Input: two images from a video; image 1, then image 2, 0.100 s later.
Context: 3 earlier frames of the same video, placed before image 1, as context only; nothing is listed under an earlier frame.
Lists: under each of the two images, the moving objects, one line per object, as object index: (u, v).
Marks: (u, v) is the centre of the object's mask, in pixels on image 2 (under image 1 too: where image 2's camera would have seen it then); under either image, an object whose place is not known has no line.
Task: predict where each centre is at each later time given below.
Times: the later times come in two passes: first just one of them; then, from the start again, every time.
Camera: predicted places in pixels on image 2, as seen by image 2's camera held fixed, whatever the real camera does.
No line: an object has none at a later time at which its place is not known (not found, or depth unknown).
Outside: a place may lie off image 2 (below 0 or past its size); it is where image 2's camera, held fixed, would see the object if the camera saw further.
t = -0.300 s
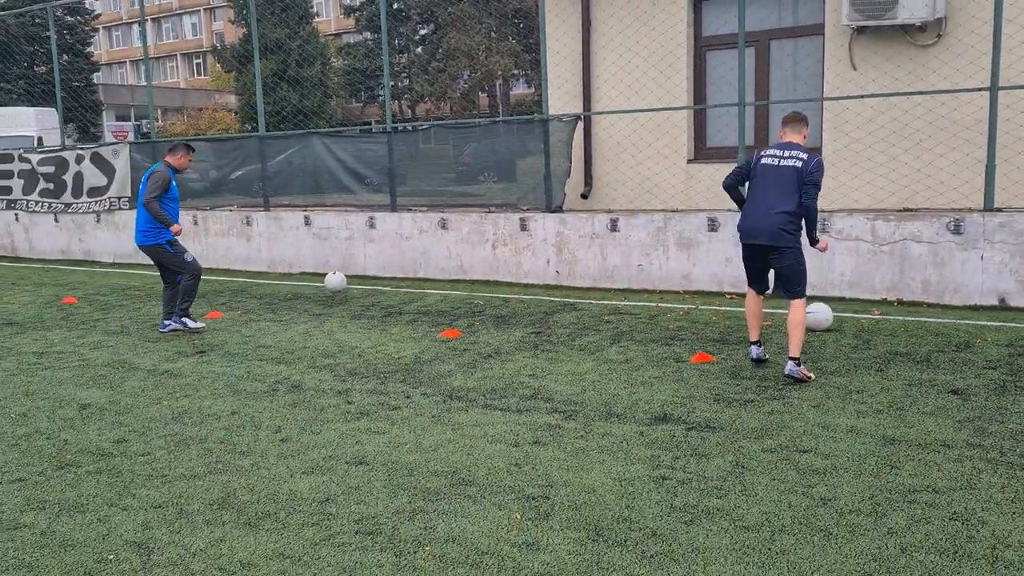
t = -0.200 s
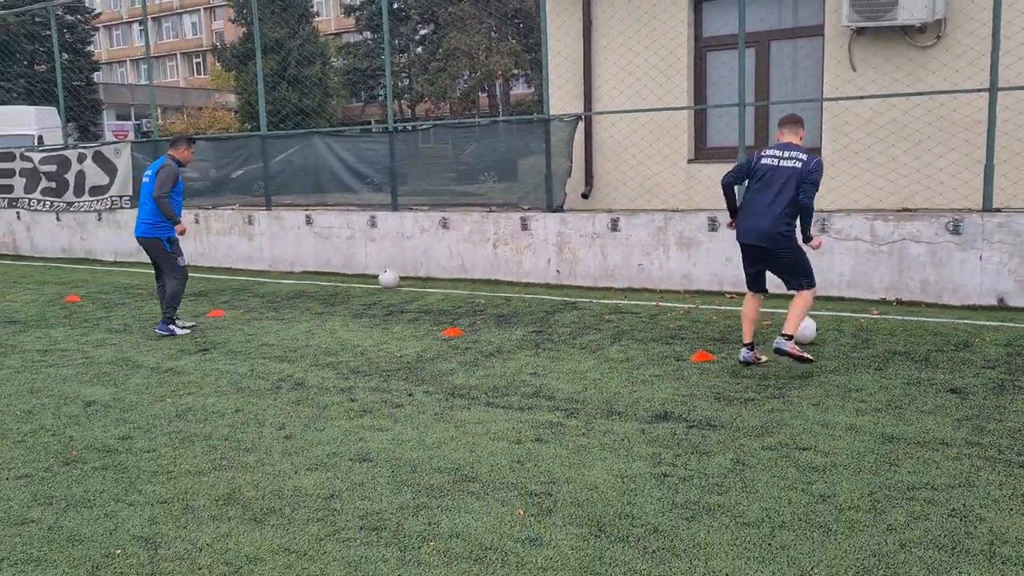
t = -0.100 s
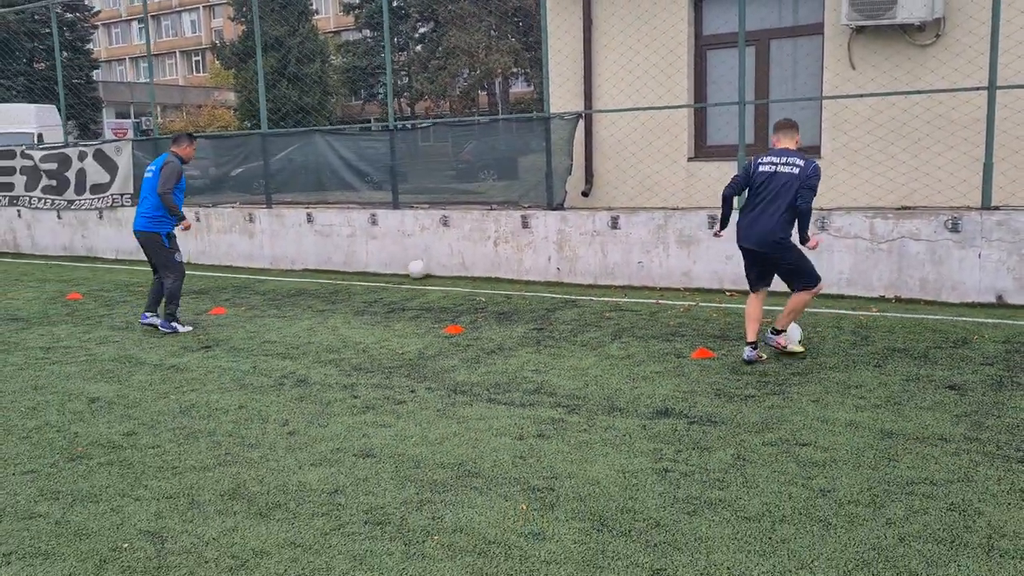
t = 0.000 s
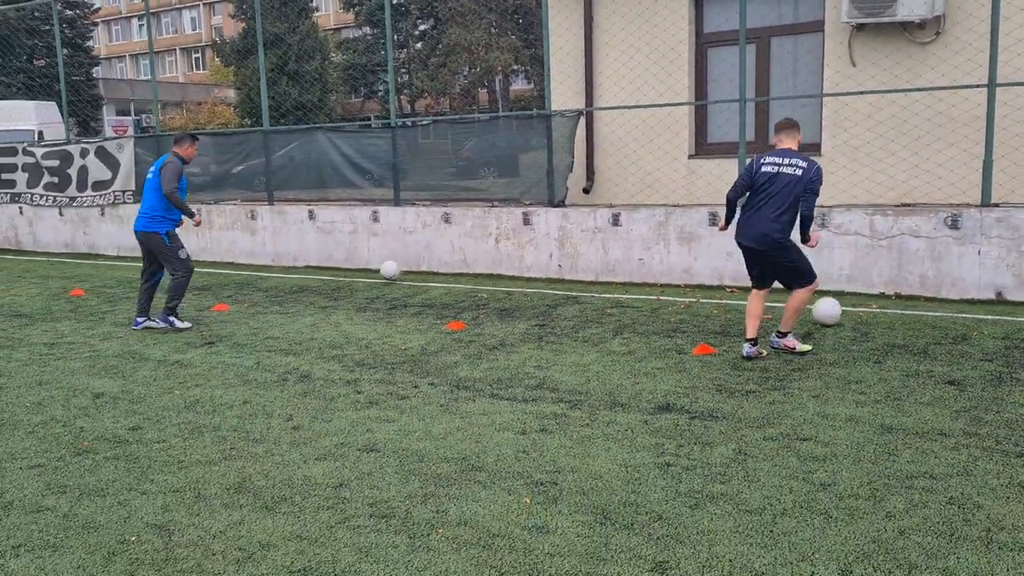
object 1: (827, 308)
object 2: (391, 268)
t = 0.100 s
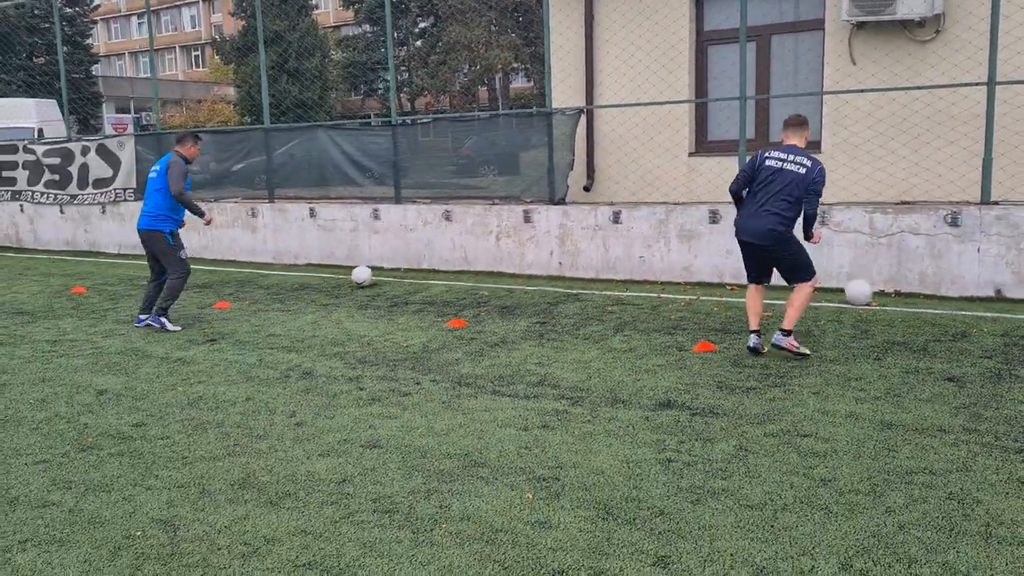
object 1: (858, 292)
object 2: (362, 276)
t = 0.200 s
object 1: (875, 287)
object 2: (334, 285)
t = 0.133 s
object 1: (868, 287)
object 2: (352, 278)
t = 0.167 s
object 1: (876, 283)
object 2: (343, 282)
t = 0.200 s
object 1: (875, 287)
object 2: (334, 285)
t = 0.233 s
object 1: (873, 290)
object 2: (326, 285)
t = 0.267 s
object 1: (871, 292)
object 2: (317, 287)
